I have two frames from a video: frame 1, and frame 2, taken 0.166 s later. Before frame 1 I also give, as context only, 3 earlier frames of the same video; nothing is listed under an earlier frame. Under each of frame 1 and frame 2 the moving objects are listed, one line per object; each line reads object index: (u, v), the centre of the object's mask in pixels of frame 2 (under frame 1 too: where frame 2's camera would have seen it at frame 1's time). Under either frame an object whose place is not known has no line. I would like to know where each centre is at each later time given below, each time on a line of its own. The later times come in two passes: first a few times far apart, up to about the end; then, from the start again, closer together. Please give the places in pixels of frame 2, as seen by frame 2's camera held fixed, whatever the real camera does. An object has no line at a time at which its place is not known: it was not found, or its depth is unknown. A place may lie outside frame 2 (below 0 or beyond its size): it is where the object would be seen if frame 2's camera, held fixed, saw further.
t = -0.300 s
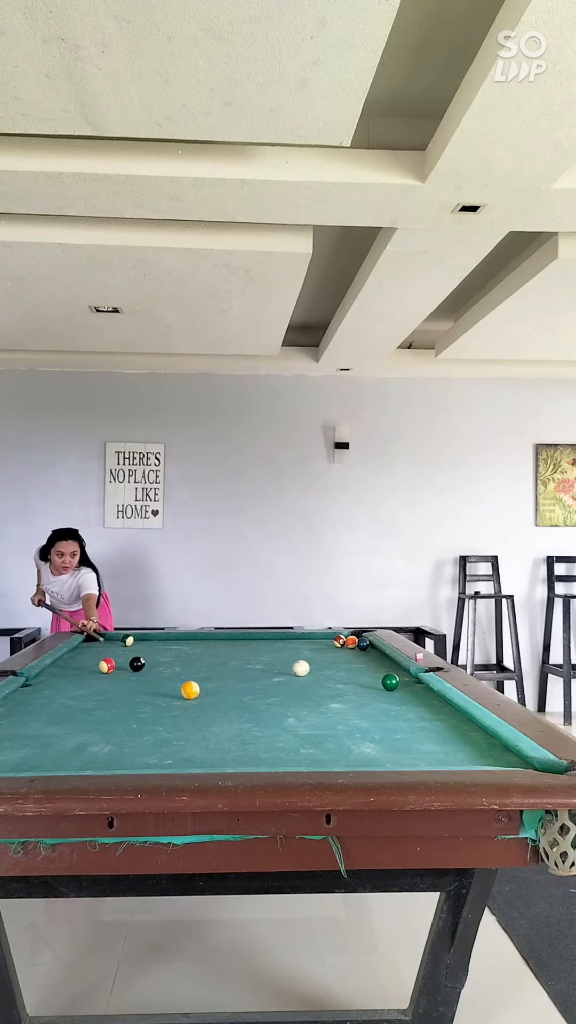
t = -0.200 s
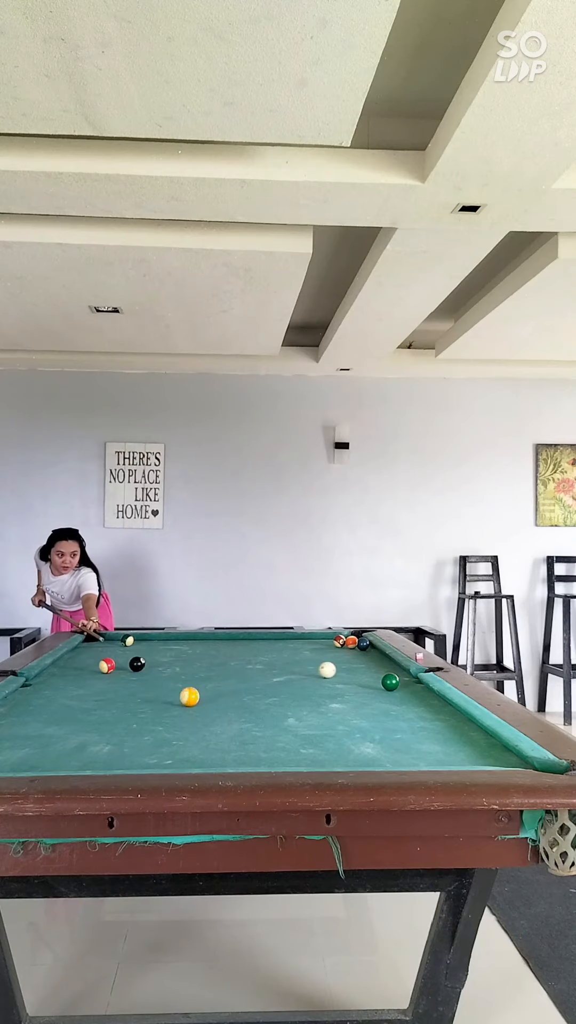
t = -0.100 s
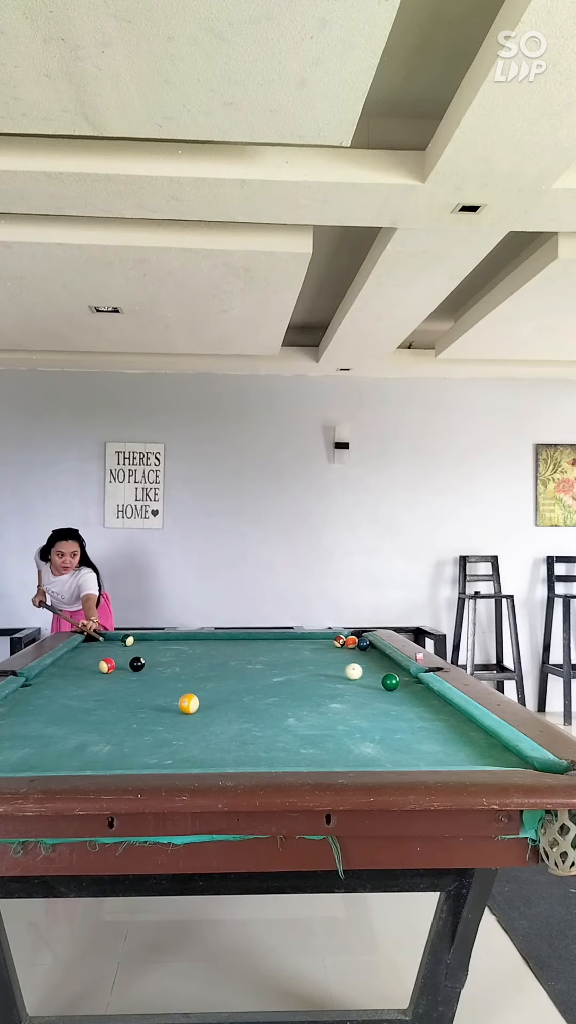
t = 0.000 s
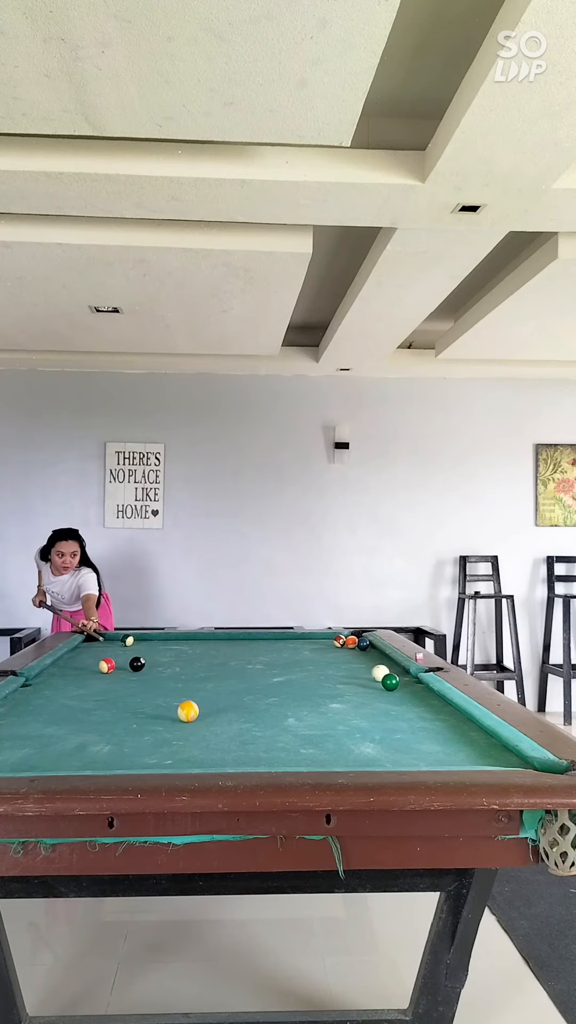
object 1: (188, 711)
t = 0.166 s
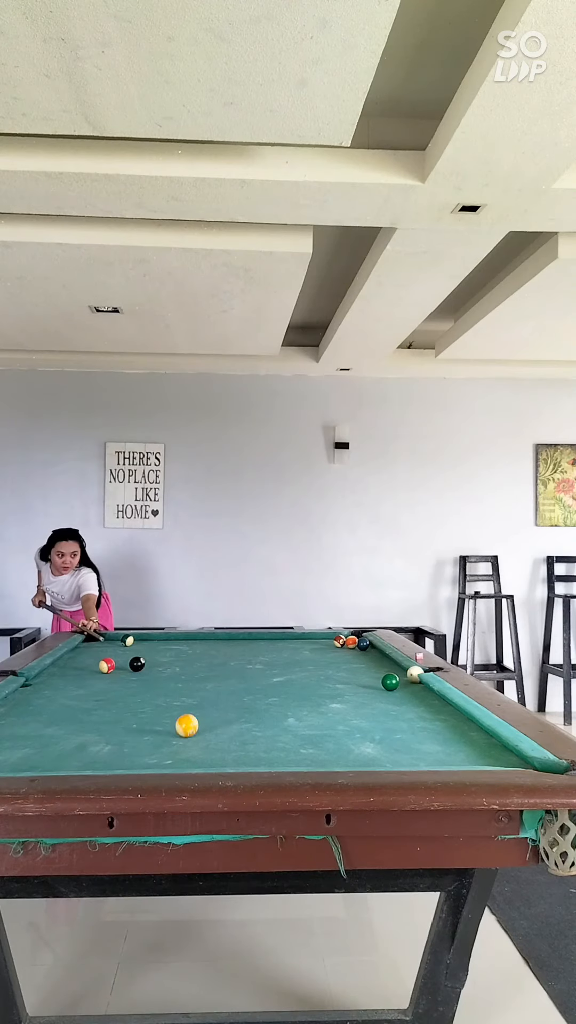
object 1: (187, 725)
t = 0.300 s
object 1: (186, 738)
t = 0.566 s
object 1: (185, 763)
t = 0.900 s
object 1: (192, 746)
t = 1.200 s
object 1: (198, 729)
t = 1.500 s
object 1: (203, 715)
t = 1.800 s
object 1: (207, 703)
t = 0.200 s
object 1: (187, 729)
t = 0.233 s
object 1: (186, 732)
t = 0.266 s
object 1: (186, 735)
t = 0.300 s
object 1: (186, 738)
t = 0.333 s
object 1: (186, 742)
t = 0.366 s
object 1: (186, 745)
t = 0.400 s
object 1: (185, 749)
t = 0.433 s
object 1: (185, 753)
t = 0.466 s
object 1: (185, 756)
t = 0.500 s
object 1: (185, 759)
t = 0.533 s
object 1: (185, 761)
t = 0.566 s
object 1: (185, 763)
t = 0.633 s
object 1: (186, 761)
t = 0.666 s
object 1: (187, 760)
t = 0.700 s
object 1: (188, 758)
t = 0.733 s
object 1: (189, 757)
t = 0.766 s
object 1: (189, 755)
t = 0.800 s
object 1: (190, 753)
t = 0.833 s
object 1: (191, 751)
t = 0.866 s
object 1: (192, 748)
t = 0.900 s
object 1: (192, 746)
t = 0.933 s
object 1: (193, 744)
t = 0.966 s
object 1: (194, 742)
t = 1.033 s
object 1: (195, 738)
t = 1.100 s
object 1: (196, 734)
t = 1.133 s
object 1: (197, 732)
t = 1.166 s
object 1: (197, 731)
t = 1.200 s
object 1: (198, 729)
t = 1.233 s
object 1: (199, 727)
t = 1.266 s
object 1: (199, 725)
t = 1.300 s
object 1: (200, 724)
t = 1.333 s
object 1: (200, 722)
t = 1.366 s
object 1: (201, 720)
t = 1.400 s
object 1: (201, 719)
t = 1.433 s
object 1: (202, 717)
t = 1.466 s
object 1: (202, 716)
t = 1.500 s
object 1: (203, 715)
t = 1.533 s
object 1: (203, 713)
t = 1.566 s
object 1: (204, 712)
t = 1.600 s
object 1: (204, 710)
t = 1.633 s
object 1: (205, 709)
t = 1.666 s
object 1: (205, 708)
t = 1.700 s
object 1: (206, 707)
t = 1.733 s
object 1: (206, 705)
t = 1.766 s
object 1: (207, 704)
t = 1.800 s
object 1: (207, 703)
